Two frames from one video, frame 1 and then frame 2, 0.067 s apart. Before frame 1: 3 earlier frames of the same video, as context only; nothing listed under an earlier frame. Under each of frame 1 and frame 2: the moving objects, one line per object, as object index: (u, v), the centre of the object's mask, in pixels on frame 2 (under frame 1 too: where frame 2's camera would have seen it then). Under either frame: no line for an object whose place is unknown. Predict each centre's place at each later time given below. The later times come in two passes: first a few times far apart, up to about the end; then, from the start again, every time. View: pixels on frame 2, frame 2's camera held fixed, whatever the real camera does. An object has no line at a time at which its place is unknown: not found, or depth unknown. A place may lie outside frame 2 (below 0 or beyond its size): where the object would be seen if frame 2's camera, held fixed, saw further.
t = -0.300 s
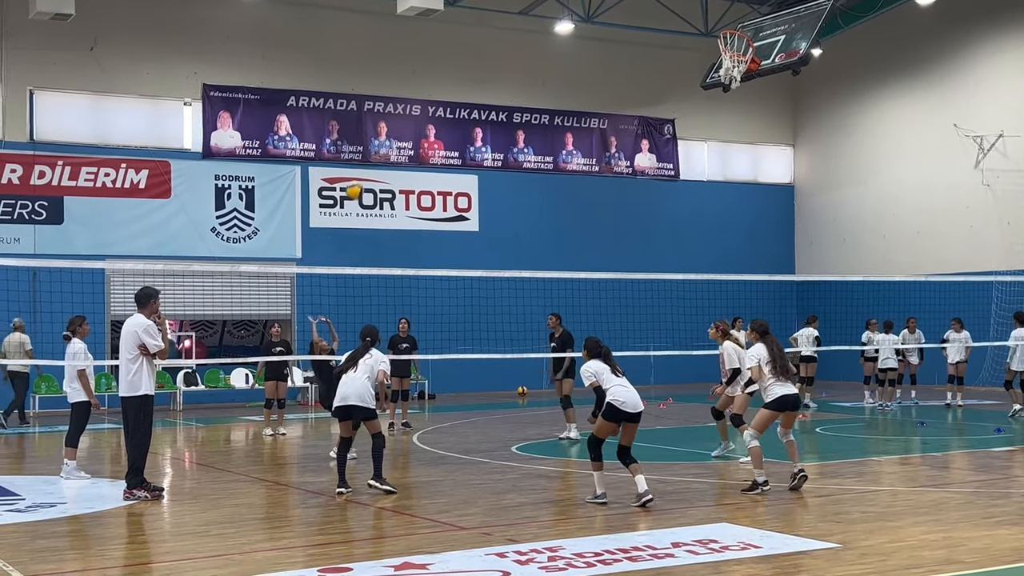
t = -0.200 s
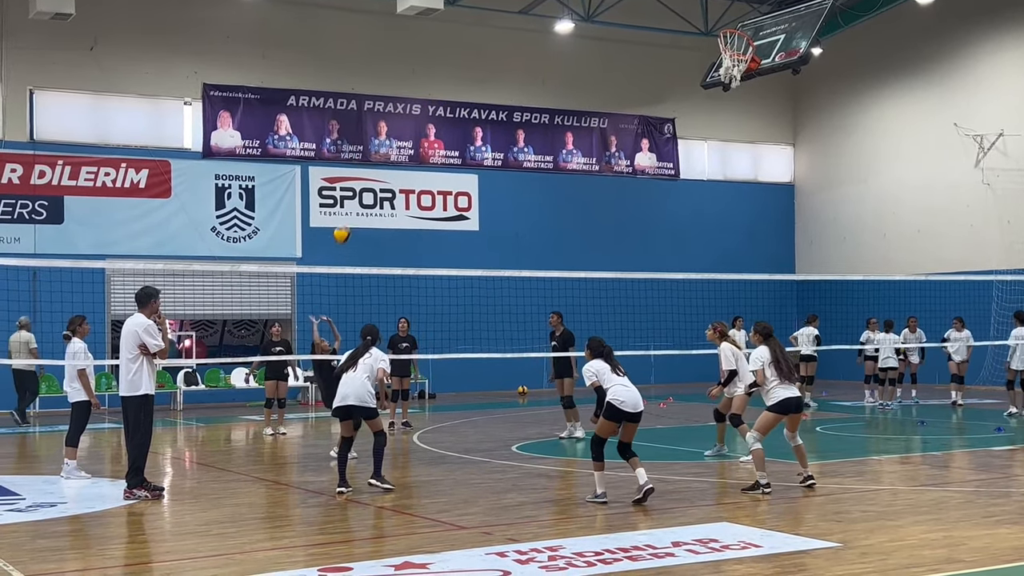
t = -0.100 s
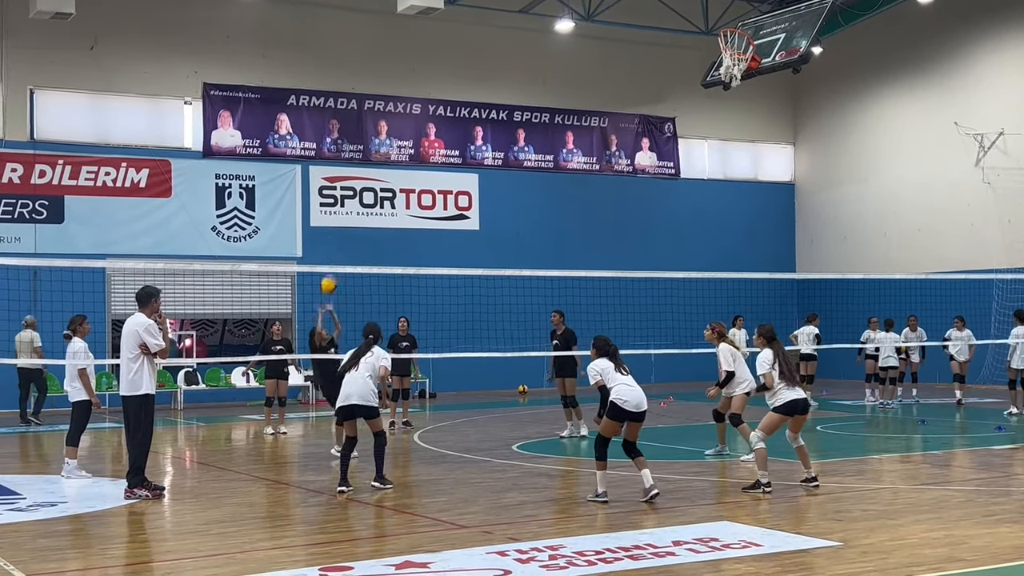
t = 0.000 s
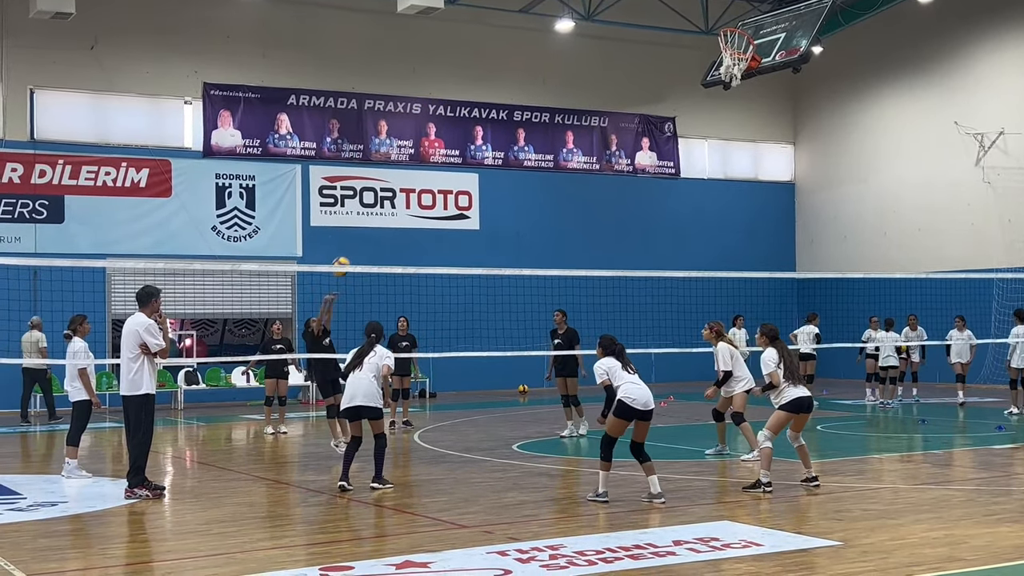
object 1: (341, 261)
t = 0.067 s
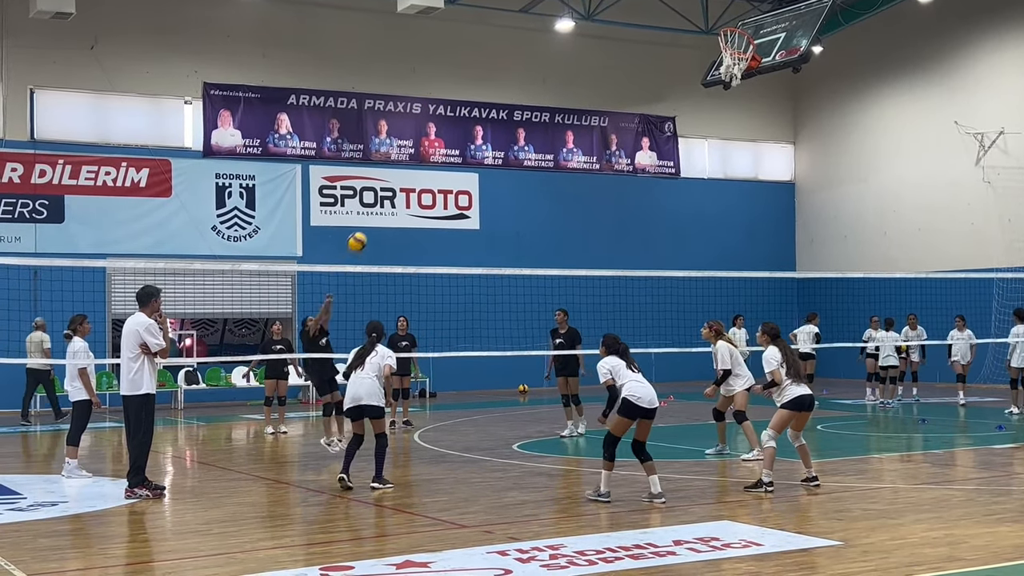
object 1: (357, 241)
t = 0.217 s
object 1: (395, 199)
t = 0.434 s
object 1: (455, 173)
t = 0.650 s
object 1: (518, 190)
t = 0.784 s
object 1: (560, 227)
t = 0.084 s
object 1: (361, 236)
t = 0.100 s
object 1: (365, 231)
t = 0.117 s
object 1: (369, 226)
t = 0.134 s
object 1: (374, 220)
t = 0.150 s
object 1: (378, 215)
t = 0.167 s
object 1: (383, 210)
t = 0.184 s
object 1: (387, 207)
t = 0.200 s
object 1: (391, 203)
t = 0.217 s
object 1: (395, 199)
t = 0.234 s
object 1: (400, 196)
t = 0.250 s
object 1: (404, 193)
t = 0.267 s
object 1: (408, 190)
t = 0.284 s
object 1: (413, 187)
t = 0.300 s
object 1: (418, 184)
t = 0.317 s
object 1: (423, 182)
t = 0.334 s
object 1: (427, 180)
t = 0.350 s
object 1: (432, 178)
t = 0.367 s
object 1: (436, 176)
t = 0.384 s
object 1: (441, 175)
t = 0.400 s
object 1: (445, 174)
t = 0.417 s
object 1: (450, 173)
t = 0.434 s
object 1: (455, 173)
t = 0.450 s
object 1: (459, 173)
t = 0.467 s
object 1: (464, 172)
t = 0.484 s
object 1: (468, 173)
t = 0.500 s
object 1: (473, 173)
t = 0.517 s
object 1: (479, 174)
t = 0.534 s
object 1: (483, 175)
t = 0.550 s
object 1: (488, 176)
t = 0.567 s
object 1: (493, 178)
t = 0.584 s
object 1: (498, 180)
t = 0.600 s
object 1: (503, 182)
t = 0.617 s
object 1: (508, 184)
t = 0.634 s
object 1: (513, 187)
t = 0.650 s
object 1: (518, 190)
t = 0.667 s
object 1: (524, 194)
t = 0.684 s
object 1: (529, 197)
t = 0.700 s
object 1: (534, 201)
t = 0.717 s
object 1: (539, 206)
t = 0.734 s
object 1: (544, 210)
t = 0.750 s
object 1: (549, 216)
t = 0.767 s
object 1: (554, 221)
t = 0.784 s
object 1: (560, 227)
